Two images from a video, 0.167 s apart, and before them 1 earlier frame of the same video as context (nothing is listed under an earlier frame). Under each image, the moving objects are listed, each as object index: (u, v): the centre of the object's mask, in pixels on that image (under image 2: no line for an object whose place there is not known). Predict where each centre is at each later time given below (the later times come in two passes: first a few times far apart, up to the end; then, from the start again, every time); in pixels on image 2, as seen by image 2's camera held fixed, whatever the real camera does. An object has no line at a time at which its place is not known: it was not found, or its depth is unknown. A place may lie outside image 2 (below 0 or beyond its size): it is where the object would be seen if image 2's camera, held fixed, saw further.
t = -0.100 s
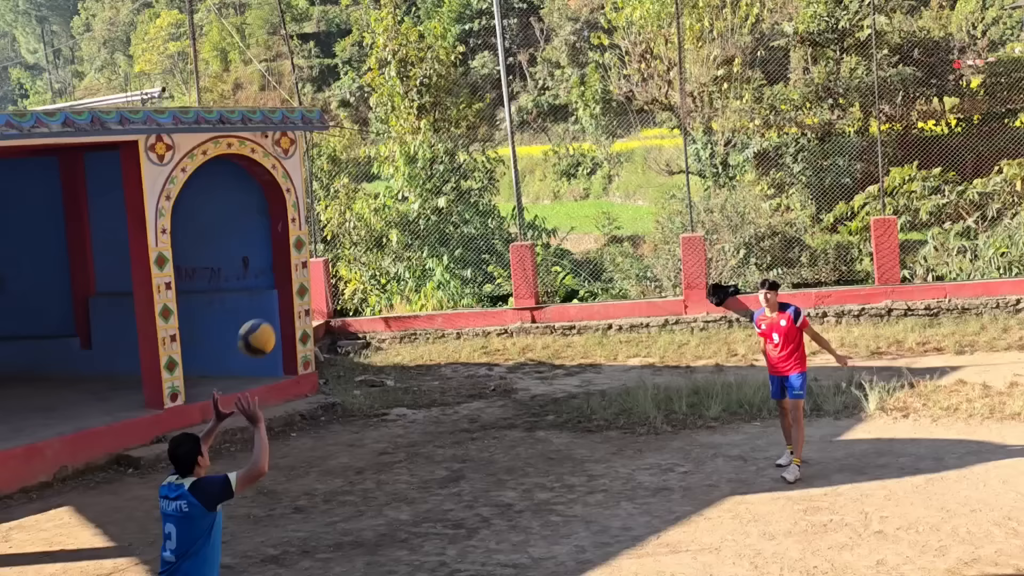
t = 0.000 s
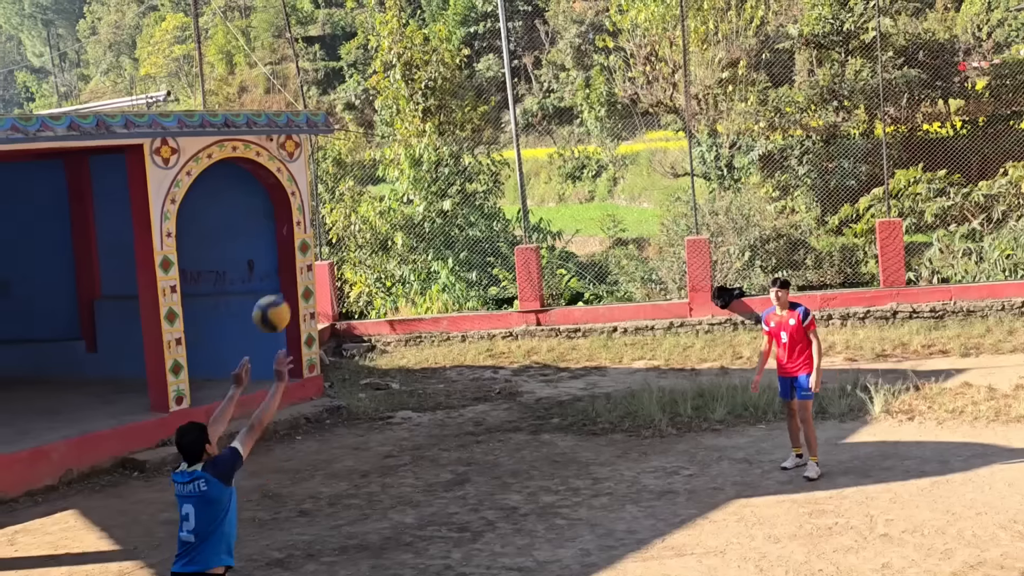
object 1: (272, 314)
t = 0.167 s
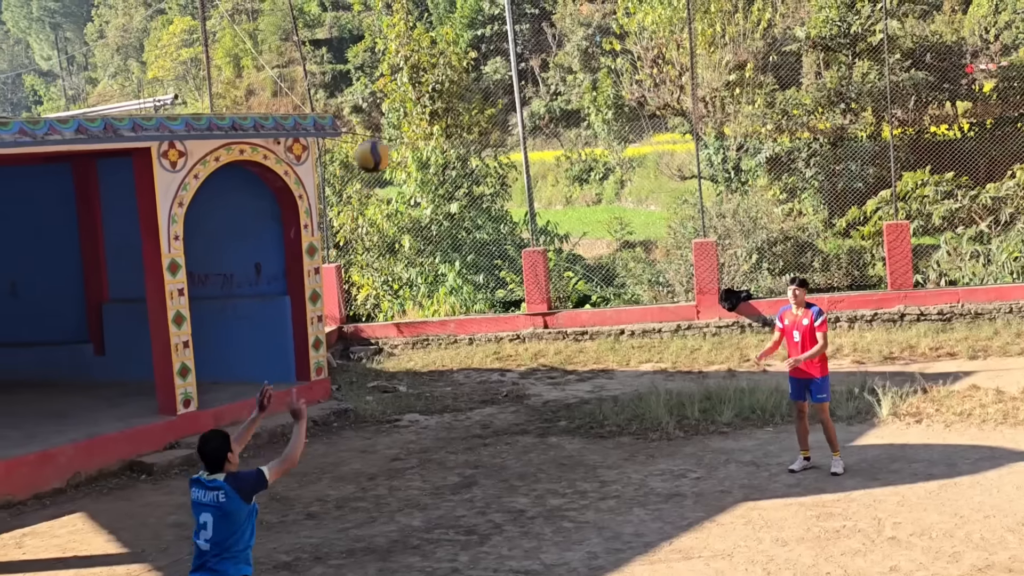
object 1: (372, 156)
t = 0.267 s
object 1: (422, 91)
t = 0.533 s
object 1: (536, 12)
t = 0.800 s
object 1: (629, 41)
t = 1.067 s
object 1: (707, 147)
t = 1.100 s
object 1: (716, 164)
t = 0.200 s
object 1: (389, 133)
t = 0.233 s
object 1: (406, 110)
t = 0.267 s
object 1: (422, 91)
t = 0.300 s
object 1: (436, 75)
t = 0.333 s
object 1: (452, 59)
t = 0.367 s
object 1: (467, 47)
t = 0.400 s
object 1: (481, 36)
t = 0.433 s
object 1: (495, 27)
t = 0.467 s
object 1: (509, 20)
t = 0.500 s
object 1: (523, 15)
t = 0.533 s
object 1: (536, 12)
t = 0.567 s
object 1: (549, 11)
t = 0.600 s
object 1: (561, 11)
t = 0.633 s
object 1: (574, 12)
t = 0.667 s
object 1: (585, 15)
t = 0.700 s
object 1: (597, 20)
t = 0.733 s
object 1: (607, 25)
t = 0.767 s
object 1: (619, 32)
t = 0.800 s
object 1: (629, 41)
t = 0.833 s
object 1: (639, 50)
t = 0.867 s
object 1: (650, 61)
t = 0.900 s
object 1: (660, 73)
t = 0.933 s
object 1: (670, 86)
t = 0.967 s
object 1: (680, 100)
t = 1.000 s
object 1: (690, 114)
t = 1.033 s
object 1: (698, 130)
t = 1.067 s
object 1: (707, 147)
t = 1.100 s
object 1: (716, 164)
